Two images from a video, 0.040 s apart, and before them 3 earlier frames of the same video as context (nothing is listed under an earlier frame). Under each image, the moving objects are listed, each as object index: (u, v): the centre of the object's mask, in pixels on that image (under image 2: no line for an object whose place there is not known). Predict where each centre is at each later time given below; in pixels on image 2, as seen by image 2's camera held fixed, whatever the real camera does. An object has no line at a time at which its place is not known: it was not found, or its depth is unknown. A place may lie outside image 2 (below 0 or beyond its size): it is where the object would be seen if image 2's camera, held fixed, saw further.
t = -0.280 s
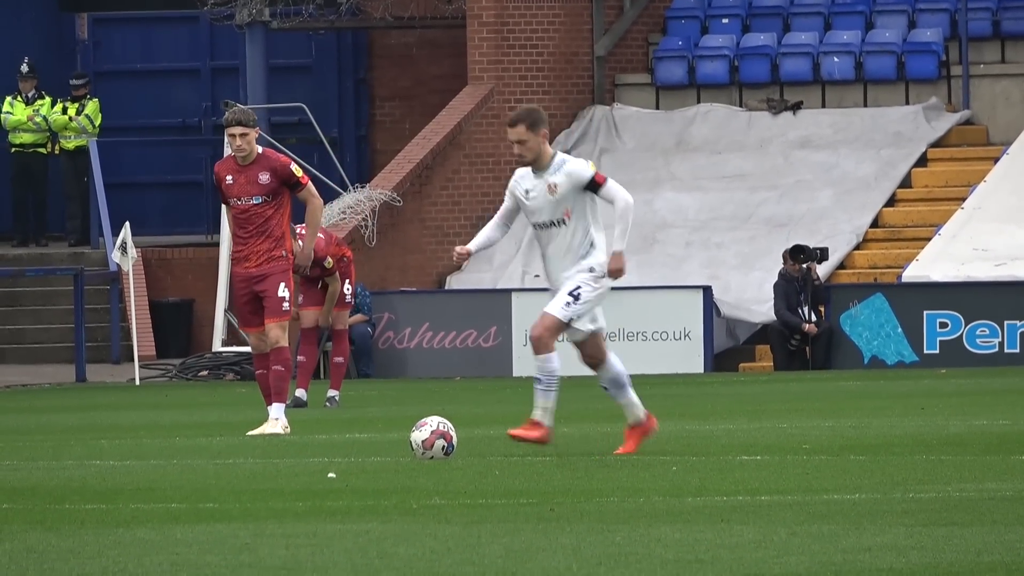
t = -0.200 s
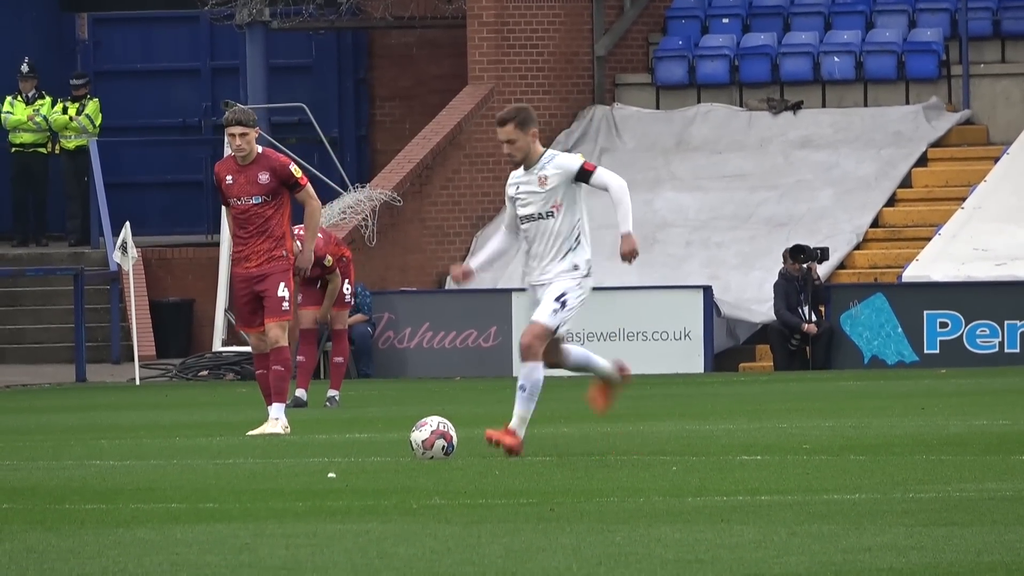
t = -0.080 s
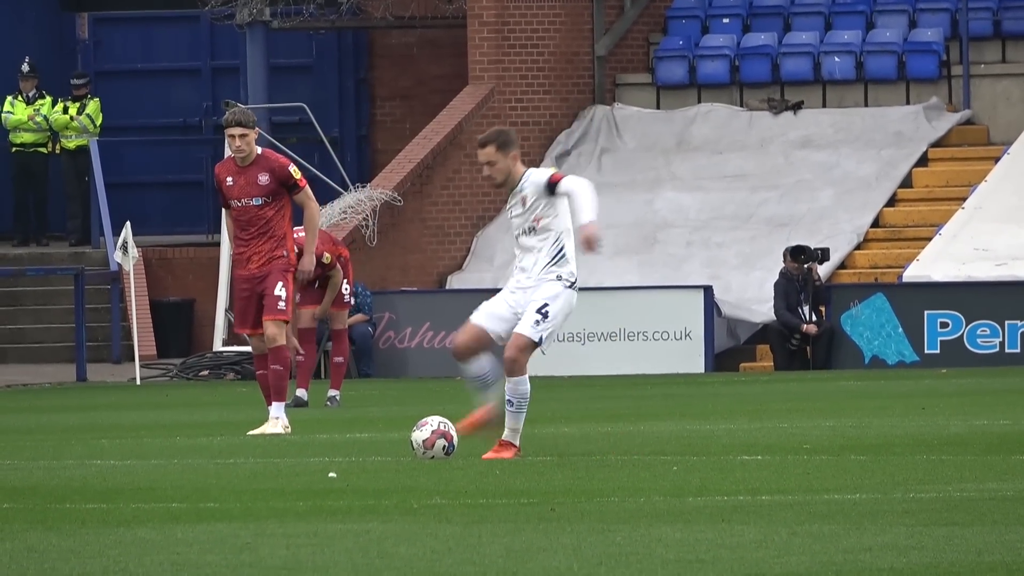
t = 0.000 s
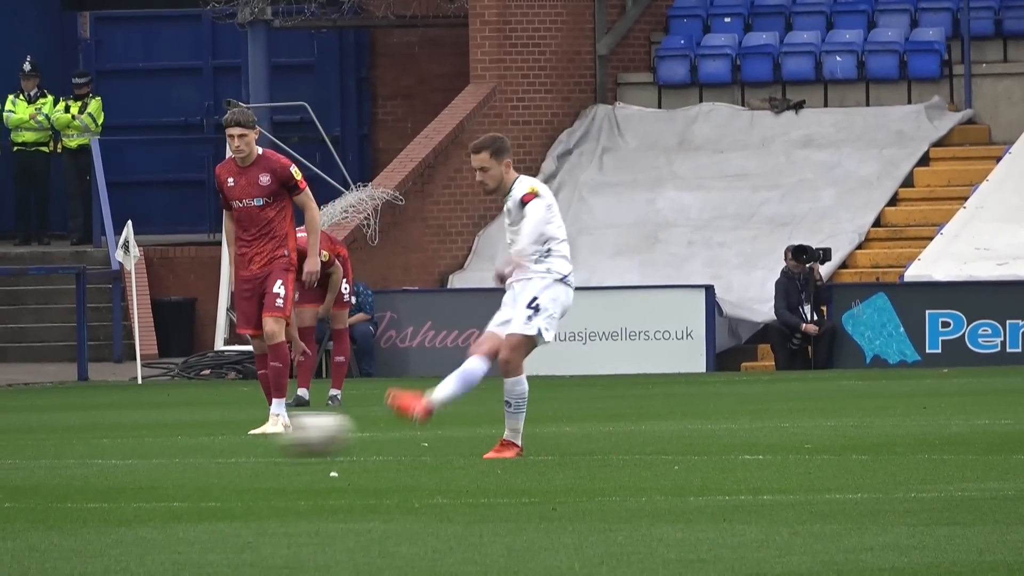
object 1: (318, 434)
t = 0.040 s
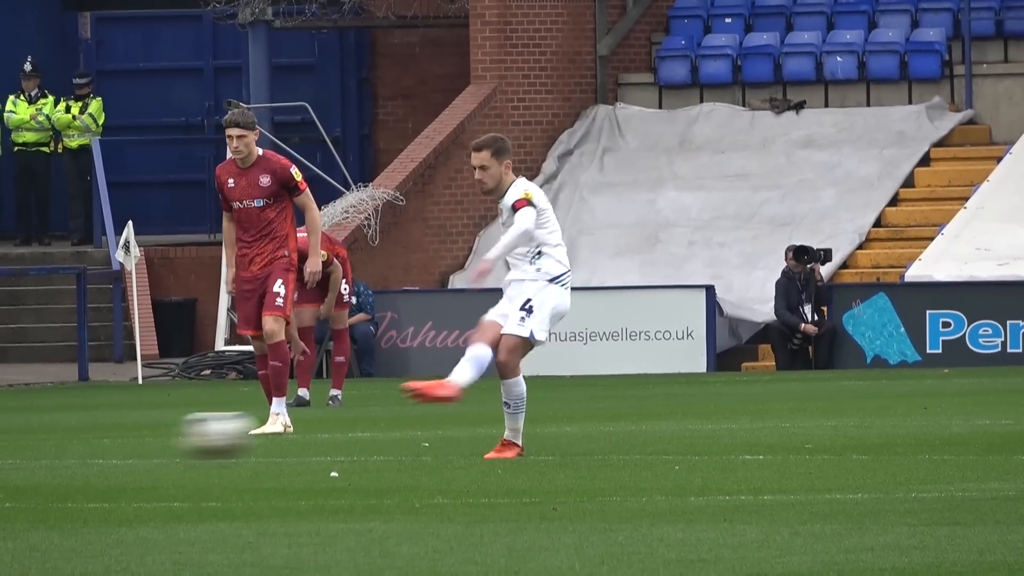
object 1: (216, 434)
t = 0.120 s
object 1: (24, 447)
